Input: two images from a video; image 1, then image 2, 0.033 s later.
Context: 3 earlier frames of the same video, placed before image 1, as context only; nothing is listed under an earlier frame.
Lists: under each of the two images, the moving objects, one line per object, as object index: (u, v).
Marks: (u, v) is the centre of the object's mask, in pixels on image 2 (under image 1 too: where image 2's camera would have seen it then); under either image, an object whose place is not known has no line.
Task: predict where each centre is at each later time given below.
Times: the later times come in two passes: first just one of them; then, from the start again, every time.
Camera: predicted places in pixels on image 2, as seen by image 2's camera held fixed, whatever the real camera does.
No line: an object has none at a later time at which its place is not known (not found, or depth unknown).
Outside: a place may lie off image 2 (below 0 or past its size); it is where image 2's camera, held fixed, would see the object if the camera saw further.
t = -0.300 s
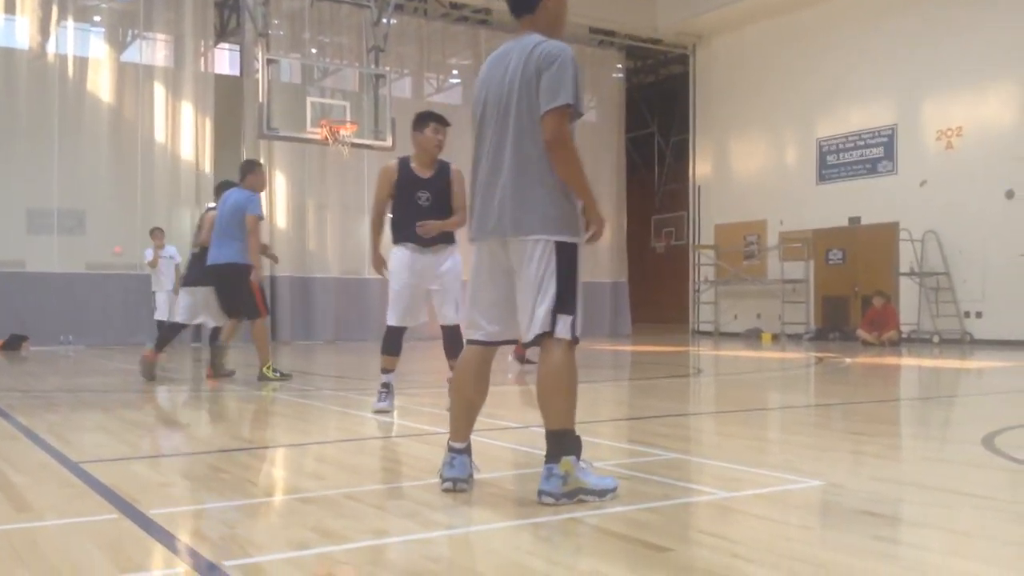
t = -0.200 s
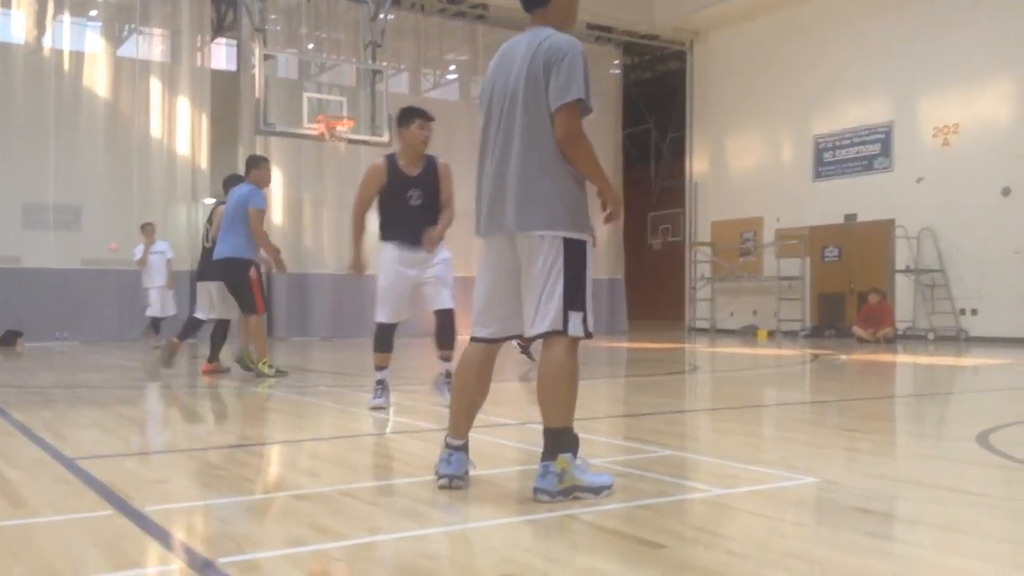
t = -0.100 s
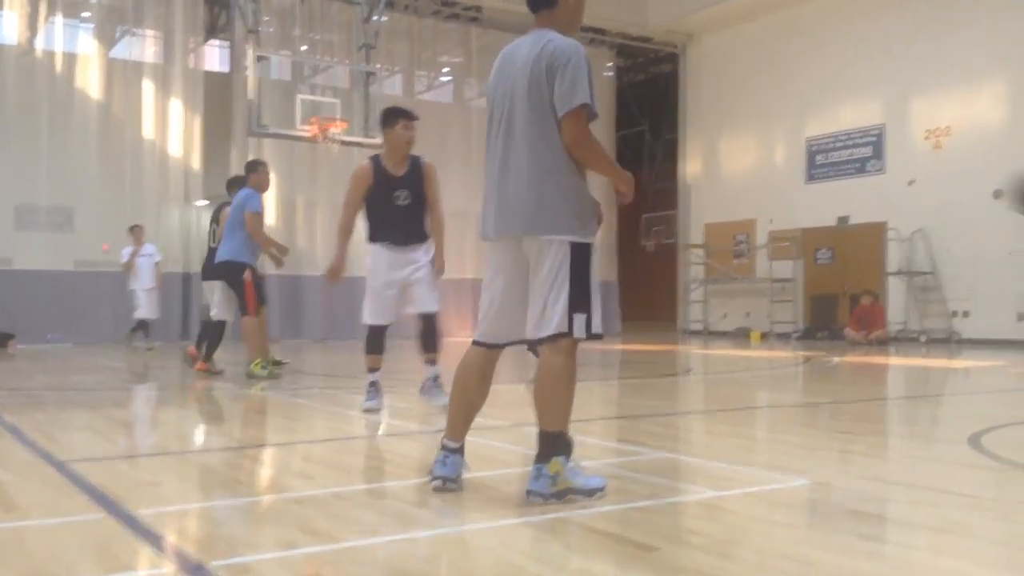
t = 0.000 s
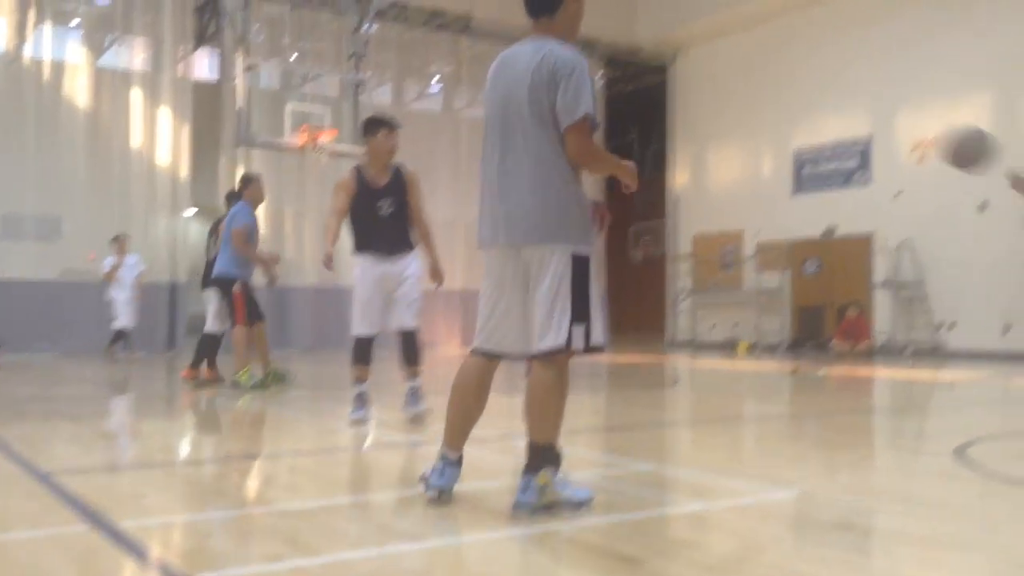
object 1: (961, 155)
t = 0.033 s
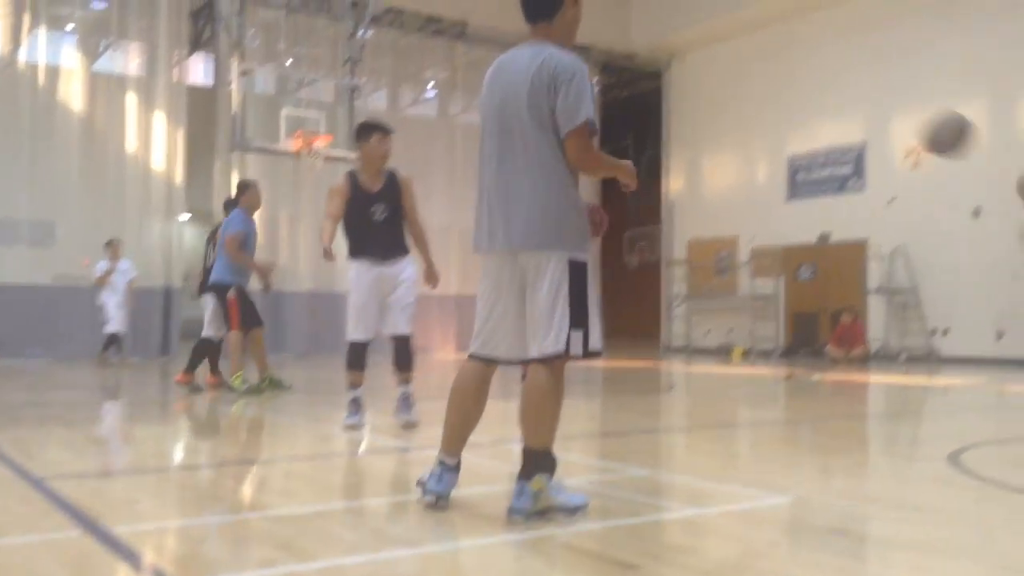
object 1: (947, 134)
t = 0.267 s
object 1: (827, 37)
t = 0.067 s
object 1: (931, 114)
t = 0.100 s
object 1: (915, 96)
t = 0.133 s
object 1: (899, 81)
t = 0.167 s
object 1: (882, 69)
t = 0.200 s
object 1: (866, 56)
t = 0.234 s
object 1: (846, 46)
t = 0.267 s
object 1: (827, 37)
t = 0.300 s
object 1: (807, 30)
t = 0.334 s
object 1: (786, 27)
